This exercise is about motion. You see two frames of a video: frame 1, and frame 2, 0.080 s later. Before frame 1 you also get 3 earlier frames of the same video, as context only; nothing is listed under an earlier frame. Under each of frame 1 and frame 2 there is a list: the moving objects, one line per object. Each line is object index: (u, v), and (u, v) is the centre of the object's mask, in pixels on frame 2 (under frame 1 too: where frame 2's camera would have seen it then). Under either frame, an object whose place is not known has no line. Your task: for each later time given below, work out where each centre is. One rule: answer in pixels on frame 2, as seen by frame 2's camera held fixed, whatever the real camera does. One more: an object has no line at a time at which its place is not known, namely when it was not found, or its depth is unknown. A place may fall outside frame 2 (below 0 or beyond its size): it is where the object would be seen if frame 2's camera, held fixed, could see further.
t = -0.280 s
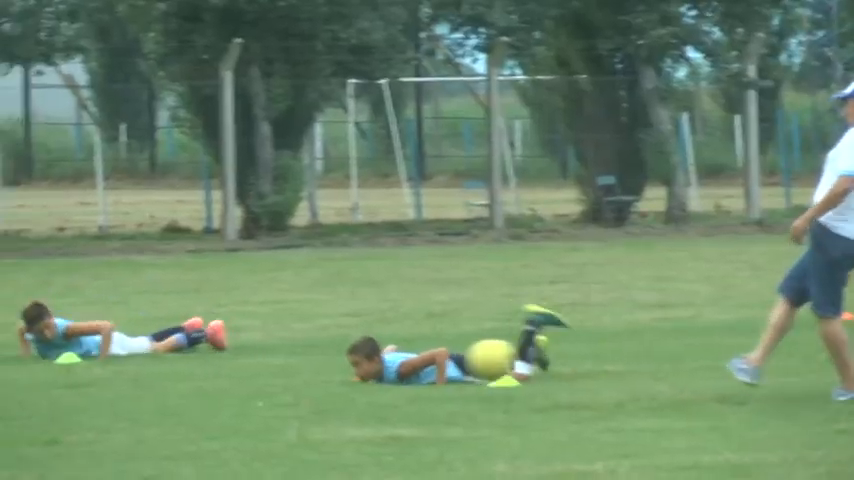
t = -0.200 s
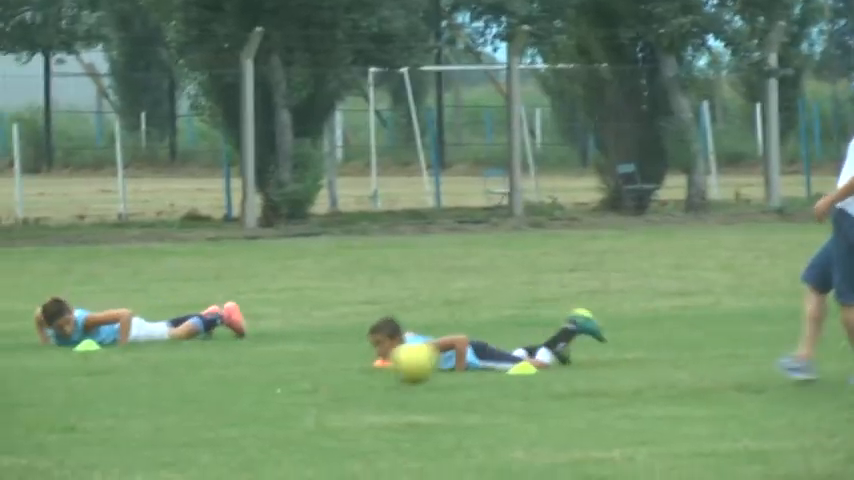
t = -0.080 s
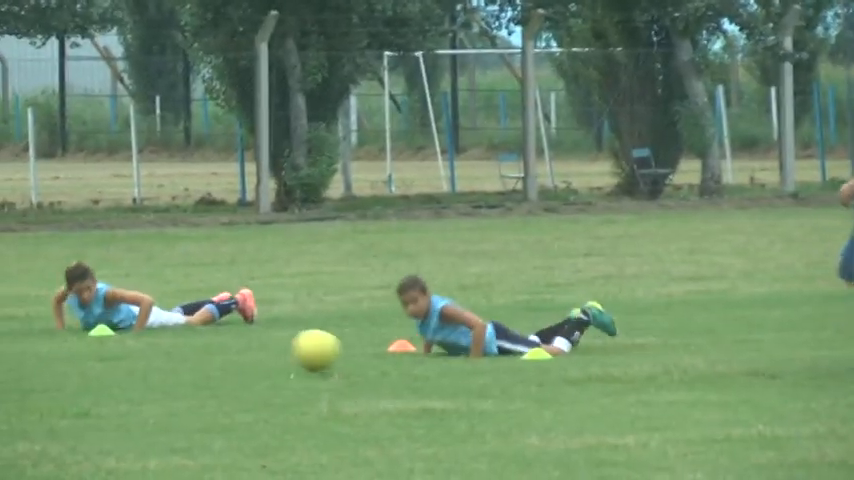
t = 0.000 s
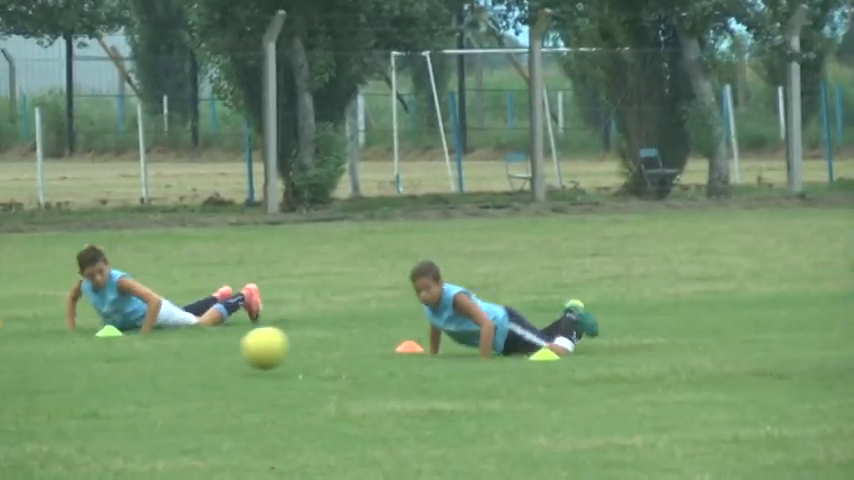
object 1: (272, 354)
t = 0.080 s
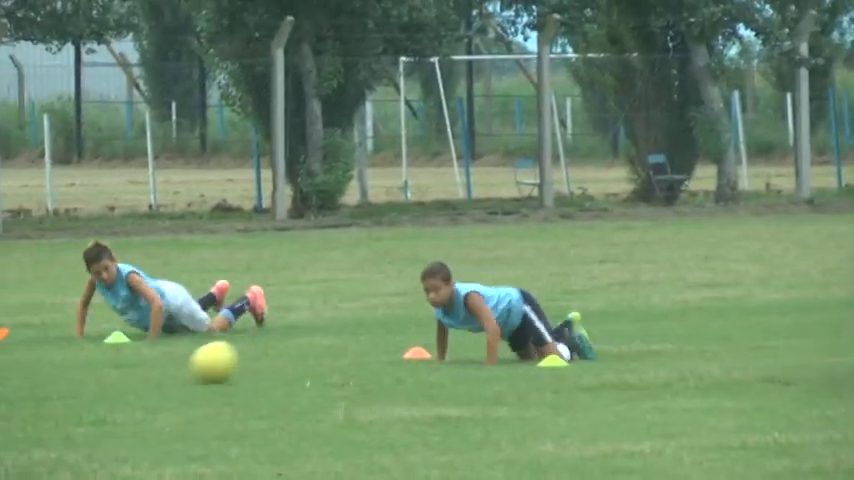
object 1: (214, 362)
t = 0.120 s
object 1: (186, 365)
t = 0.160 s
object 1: (163, 362)
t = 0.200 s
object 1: (139, 361)
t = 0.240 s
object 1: (115, 363)
